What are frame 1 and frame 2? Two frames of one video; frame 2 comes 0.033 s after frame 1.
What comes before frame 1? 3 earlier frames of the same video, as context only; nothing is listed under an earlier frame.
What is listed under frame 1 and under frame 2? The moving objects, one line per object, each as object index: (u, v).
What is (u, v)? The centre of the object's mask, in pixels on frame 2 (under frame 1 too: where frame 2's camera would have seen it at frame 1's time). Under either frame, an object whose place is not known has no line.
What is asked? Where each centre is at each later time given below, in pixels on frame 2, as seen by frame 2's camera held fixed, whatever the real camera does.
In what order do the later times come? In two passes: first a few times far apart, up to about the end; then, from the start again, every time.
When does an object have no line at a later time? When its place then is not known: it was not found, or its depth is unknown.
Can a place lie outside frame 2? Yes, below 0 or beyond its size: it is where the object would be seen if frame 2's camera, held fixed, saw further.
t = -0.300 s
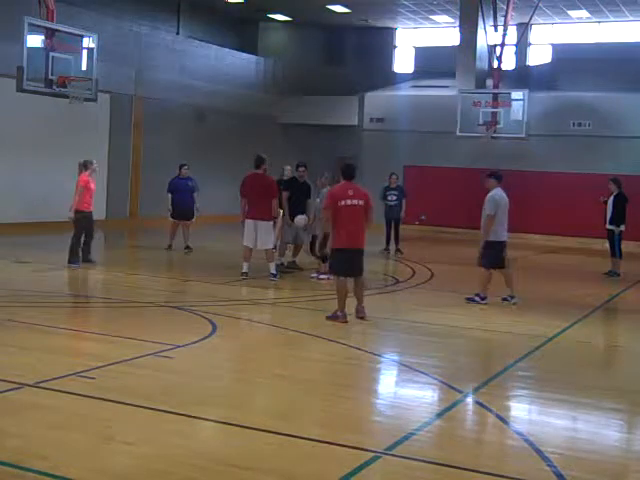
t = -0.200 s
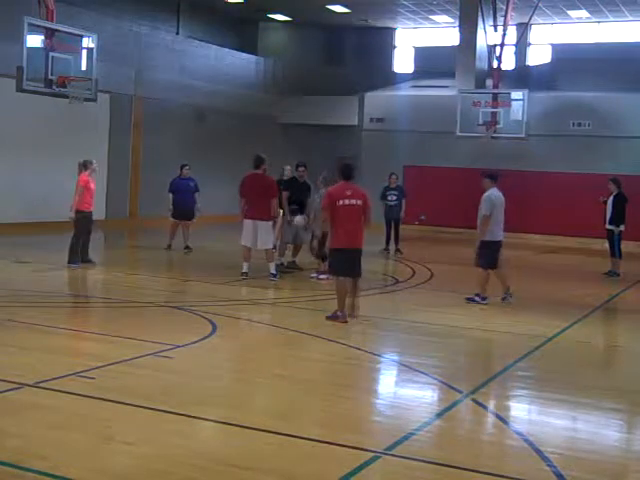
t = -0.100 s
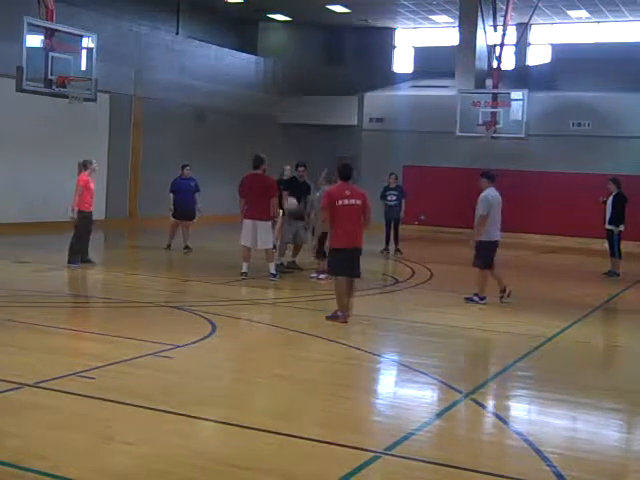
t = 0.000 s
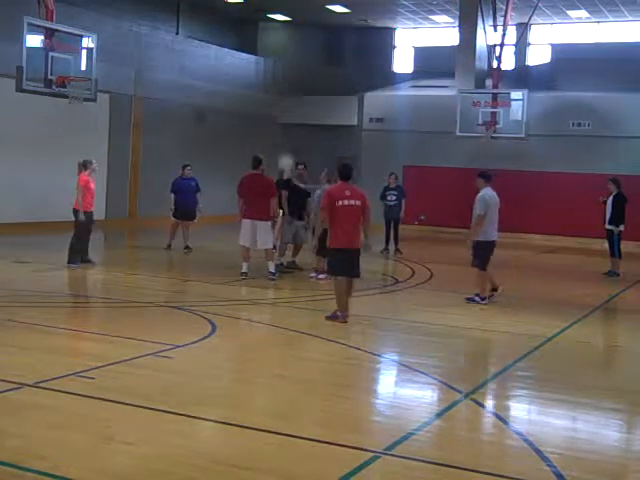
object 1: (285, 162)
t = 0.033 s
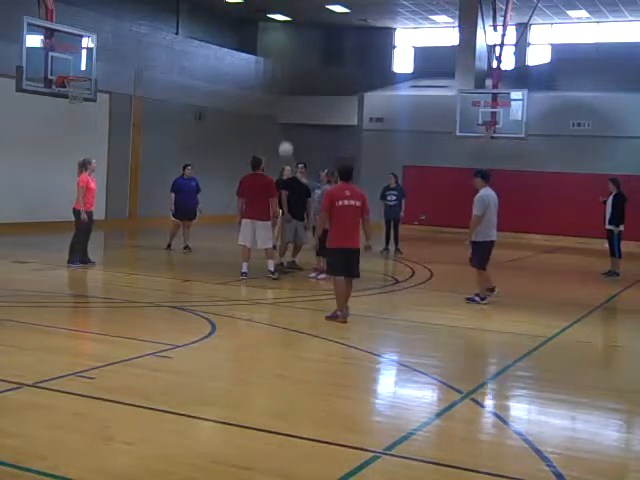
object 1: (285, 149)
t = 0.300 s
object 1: (284, 65)
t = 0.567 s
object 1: (279, 26)
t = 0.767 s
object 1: (275, 25)
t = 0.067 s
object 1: (286, 136)
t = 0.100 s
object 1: (285, 123)
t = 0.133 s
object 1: (285, 112)
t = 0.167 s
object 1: (285, 101)
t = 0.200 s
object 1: (285, 91)
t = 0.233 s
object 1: (284, 82)
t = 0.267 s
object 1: (284, 73)
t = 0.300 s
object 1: (284, 65)
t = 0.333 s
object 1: (283, 57)
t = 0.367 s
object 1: (283, 50)
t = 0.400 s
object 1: (282, 45)
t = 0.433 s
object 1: (281, 40)
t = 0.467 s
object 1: (281, 36)
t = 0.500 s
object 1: (280, 32)
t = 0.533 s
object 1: (280, 27)
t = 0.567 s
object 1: (279, 26)
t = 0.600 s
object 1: (278, 24)
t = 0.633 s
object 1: (278, 24)
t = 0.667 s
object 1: (277, 24)
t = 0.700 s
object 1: (276, 24)
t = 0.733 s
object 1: (275, 25)
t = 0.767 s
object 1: (275, 25)
